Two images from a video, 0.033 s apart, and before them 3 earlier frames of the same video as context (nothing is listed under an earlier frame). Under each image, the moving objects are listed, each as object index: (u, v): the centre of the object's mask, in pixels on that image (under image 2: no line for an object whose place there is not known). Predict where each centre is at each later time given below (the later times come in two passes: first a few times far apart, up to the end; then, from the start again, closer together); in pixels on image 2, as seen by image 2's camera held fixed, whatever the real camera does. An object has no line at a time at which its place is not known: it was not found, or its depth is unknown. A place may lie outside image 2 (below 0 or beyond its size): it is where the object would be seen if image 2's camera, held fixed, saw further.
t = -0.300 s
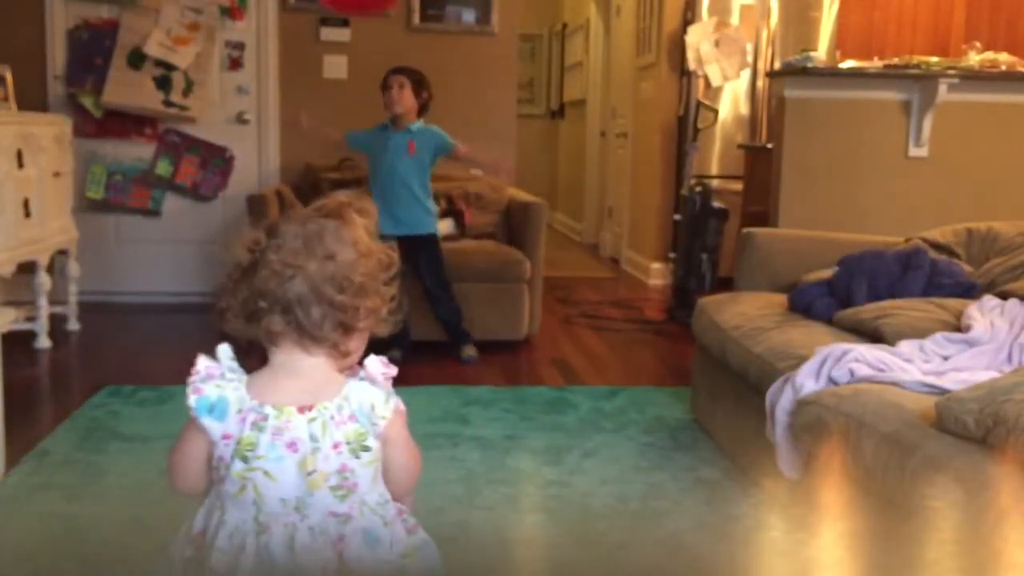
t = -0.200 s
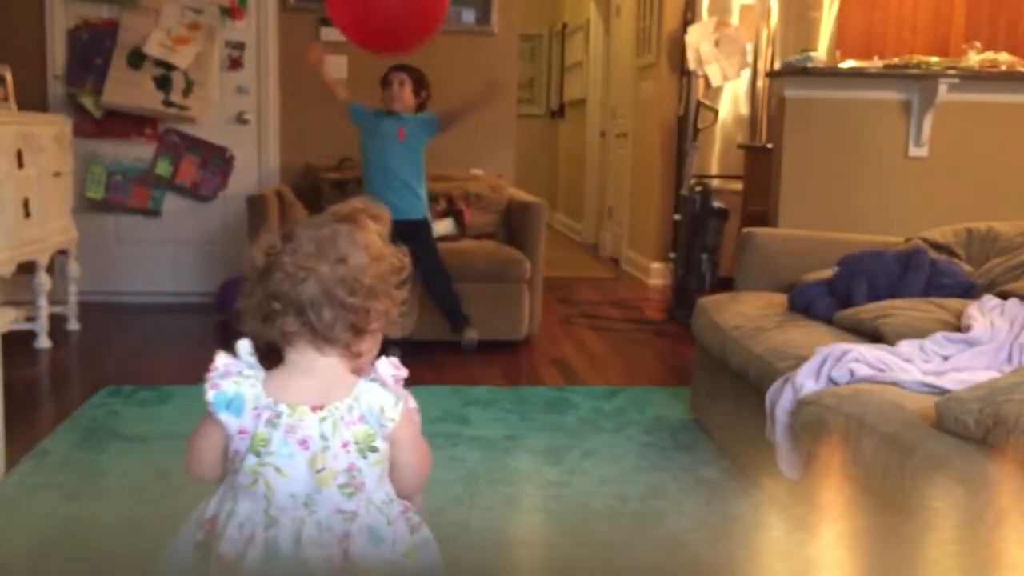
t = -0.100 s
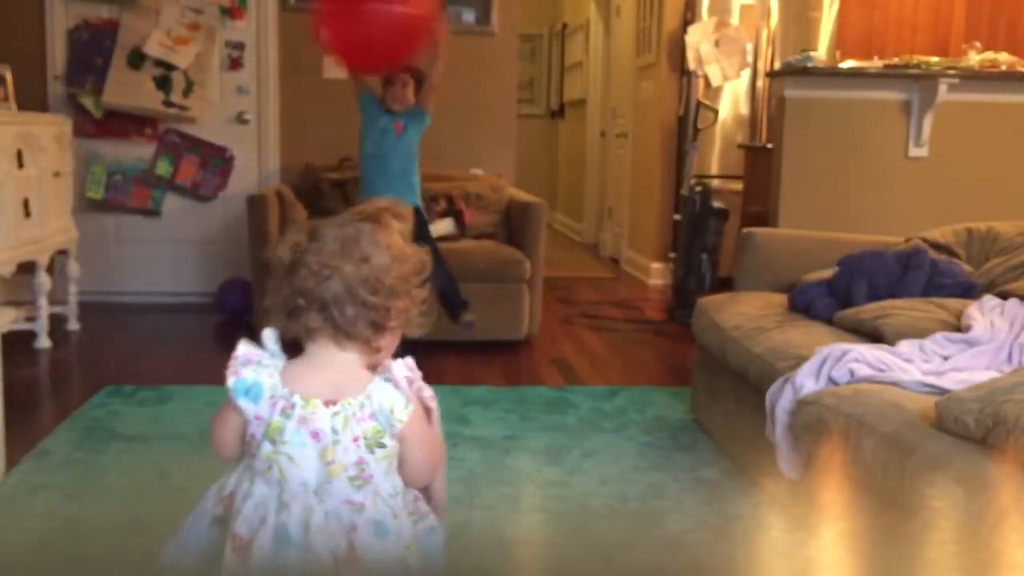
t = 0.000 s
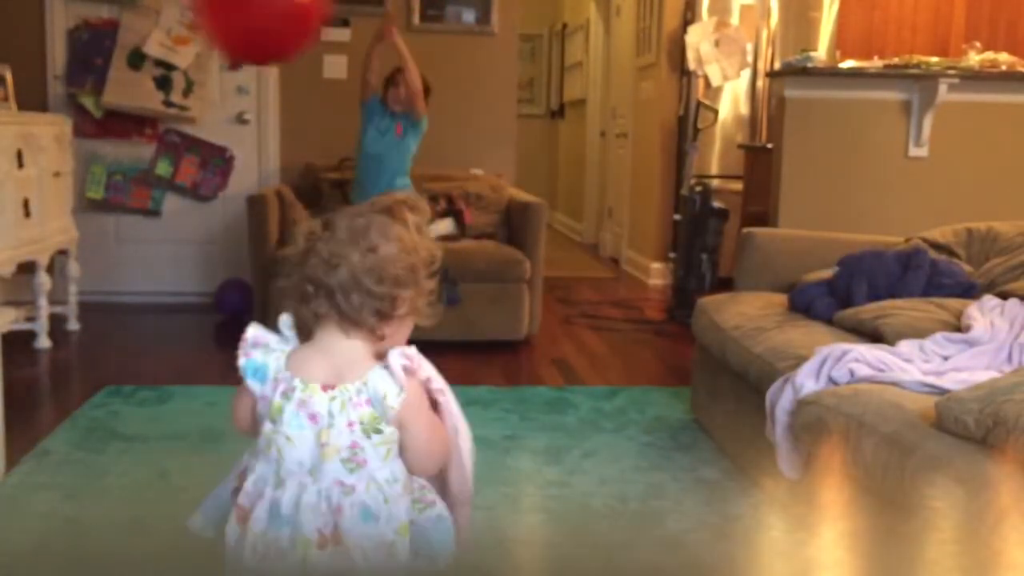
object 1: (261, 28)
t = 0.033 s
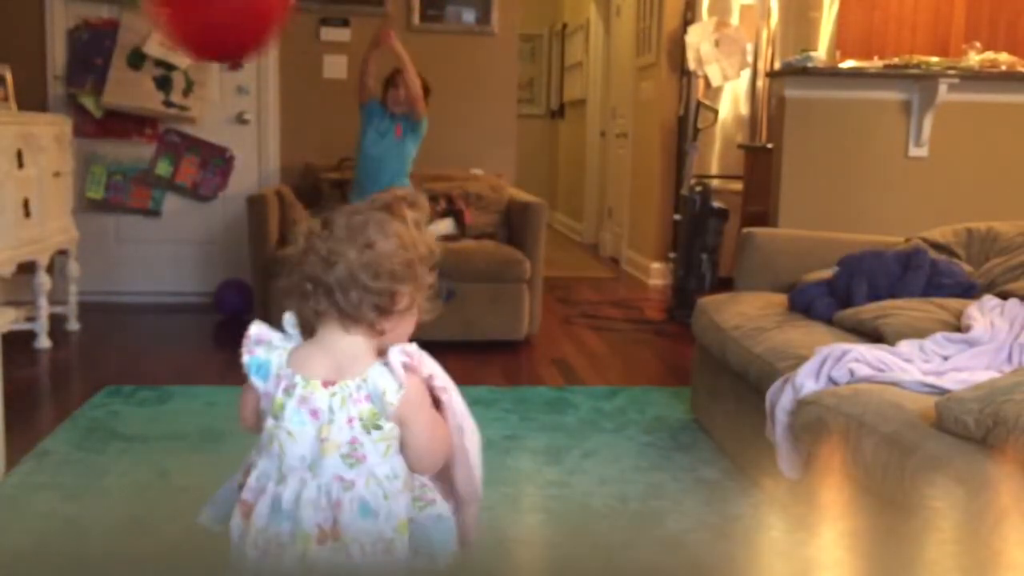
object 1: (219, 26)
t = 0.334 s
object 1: (34, 58)
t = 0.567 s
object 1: (159, 291)
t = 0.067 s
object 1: (181, 25)
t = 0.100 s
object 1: (140, 24)
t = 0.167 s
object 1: (56, 24)
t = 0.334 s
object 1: (34, 58)
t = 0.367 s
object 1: (44, 82)
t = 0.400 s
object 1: (56, 116)
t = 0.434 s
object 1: (72, 152)
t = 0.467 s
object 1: (91, 188)
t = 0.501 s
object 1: (114, 223)
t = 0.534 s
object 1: (139, 258)
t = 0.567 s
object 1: (159, 291)
